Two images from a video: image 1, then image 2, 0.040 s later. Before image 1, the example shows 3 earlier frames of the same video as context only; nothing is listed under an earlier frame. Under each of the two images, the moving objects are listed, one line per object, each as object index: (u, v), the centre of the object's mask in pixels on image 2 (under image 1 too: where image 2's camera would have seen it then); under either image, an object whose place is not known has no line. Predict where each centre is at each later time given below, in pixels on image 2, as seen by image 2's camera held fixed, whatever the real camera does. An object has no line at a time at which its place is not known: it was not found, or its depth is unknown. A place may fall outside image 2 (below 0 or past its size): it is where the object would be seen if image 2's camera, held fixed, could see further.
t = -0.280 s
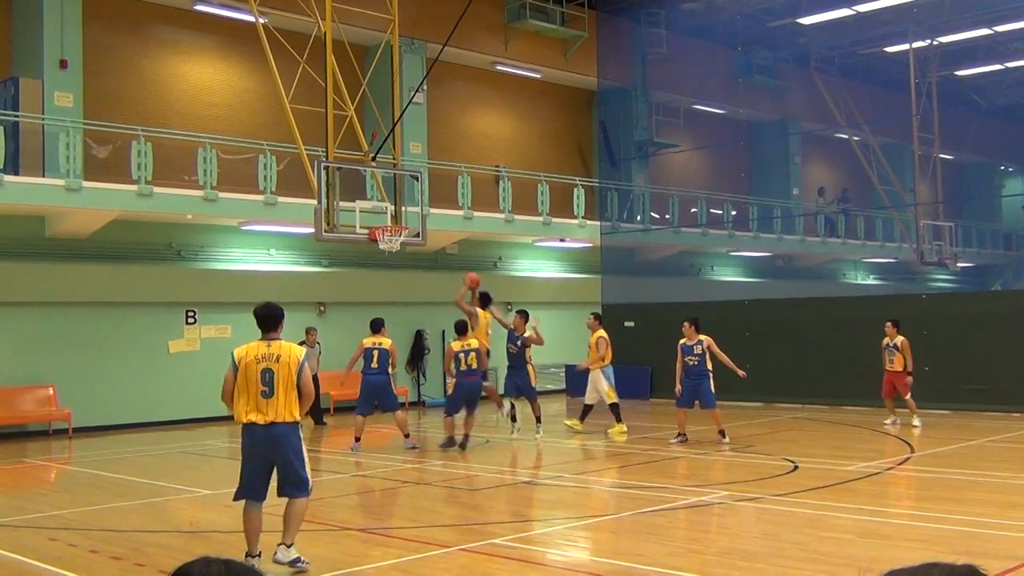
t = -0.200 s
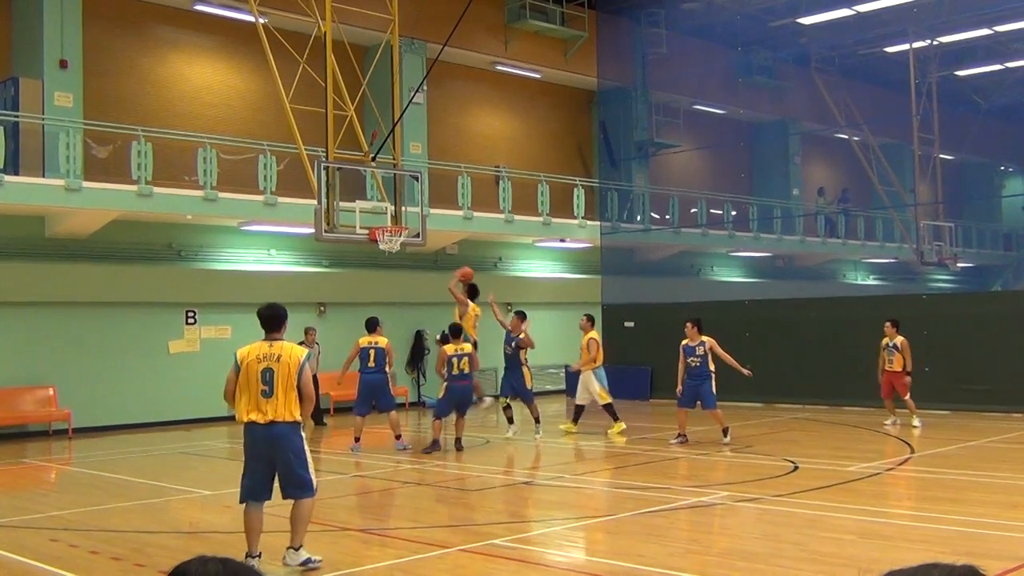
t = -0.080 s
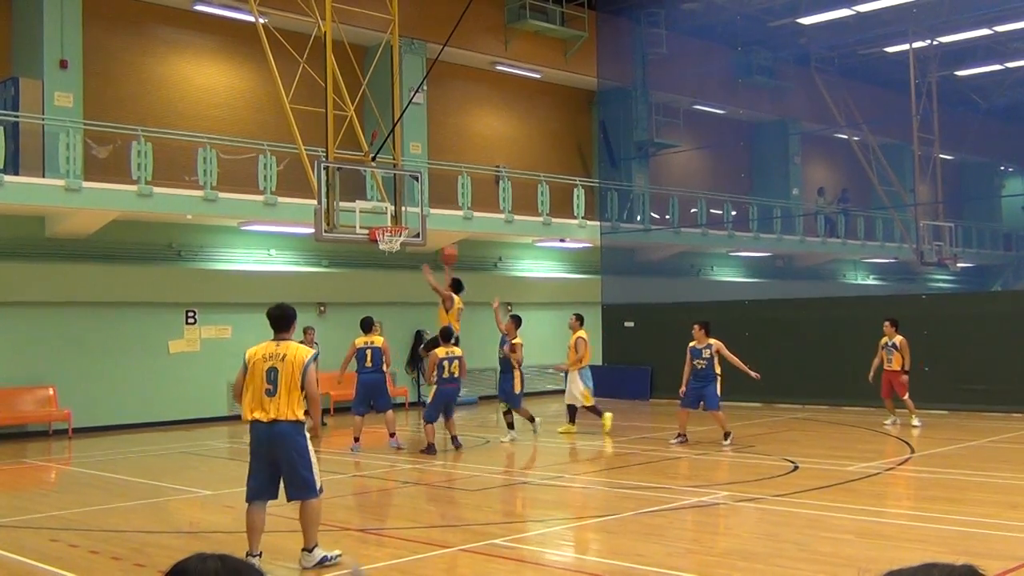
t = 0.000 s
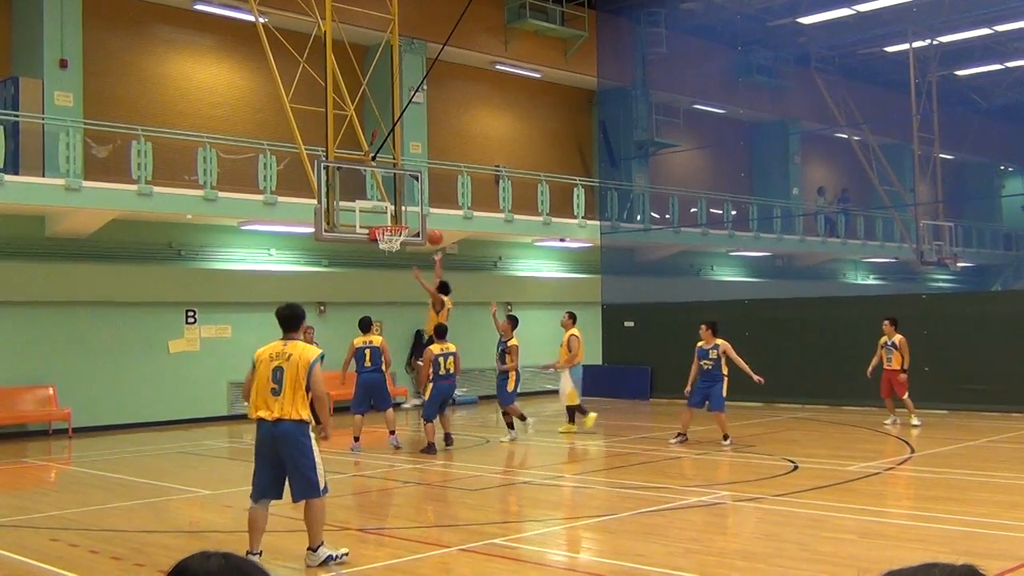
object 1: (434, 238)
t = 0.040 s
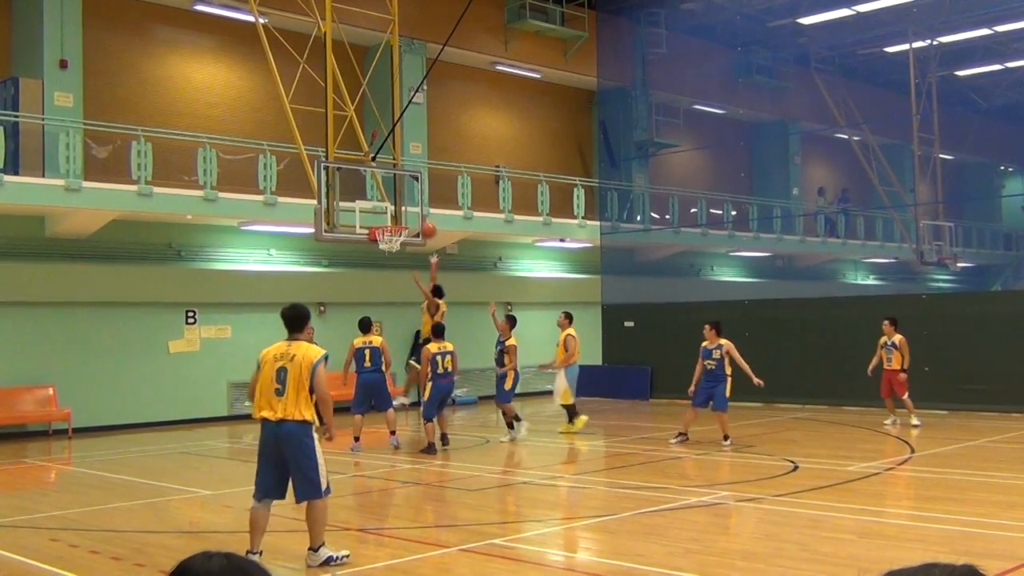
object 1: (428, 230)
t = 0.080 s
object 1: (421, 224)
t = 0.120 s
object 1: (414, 219)
